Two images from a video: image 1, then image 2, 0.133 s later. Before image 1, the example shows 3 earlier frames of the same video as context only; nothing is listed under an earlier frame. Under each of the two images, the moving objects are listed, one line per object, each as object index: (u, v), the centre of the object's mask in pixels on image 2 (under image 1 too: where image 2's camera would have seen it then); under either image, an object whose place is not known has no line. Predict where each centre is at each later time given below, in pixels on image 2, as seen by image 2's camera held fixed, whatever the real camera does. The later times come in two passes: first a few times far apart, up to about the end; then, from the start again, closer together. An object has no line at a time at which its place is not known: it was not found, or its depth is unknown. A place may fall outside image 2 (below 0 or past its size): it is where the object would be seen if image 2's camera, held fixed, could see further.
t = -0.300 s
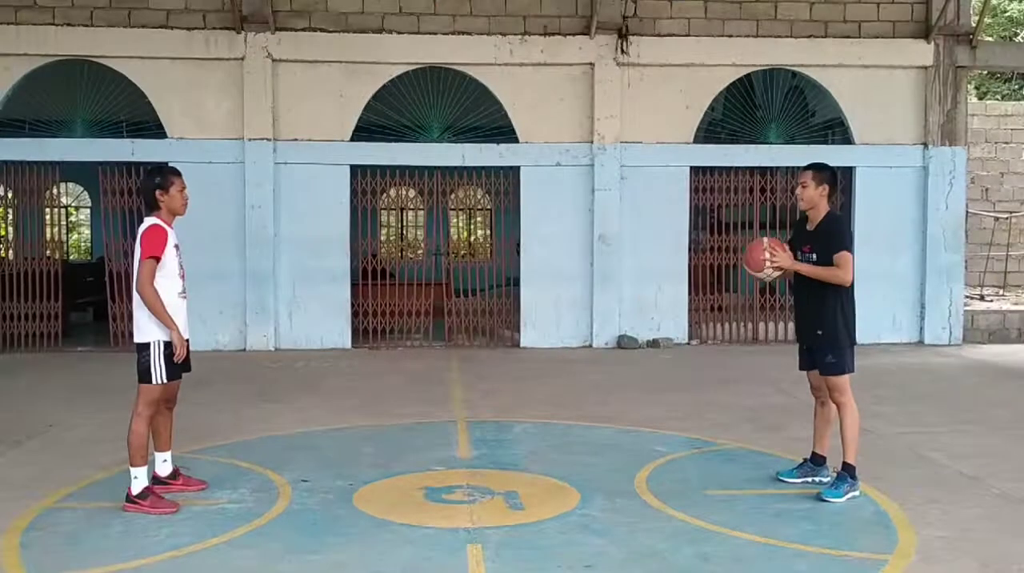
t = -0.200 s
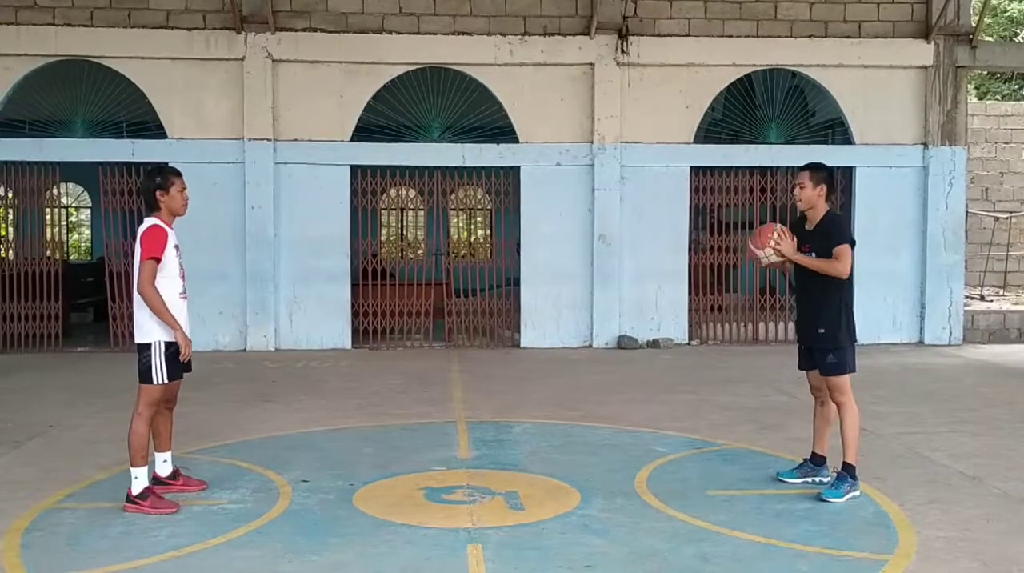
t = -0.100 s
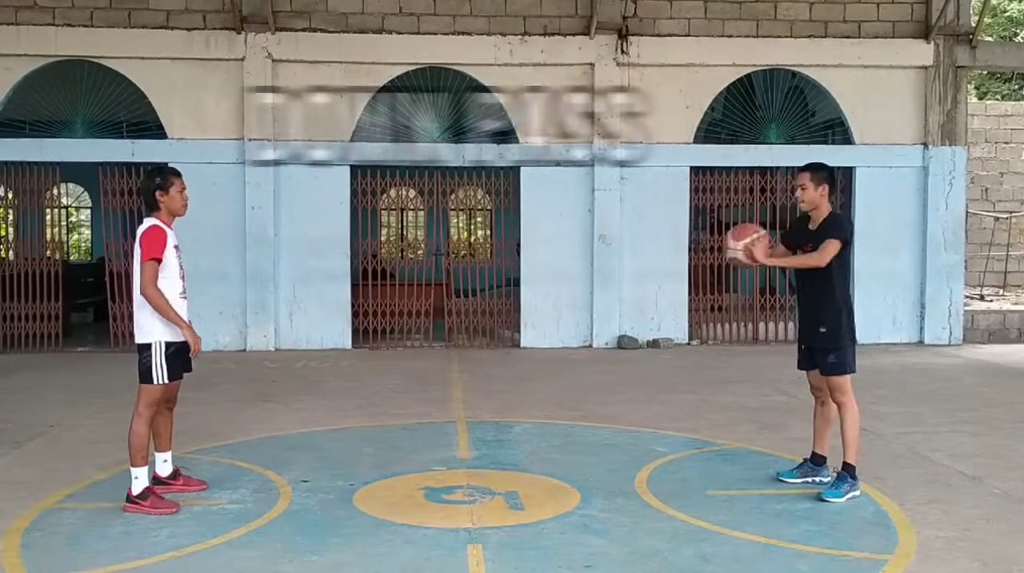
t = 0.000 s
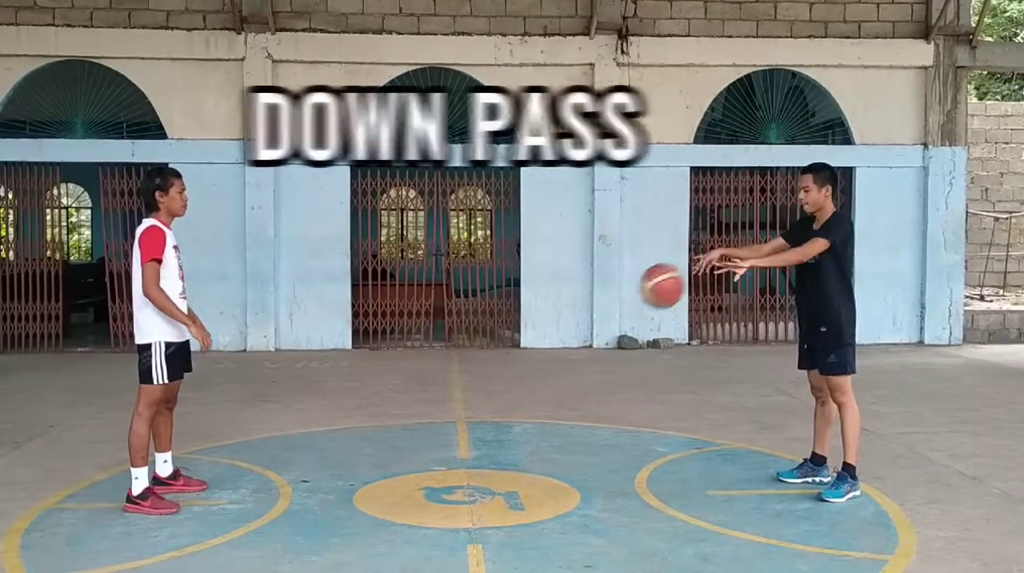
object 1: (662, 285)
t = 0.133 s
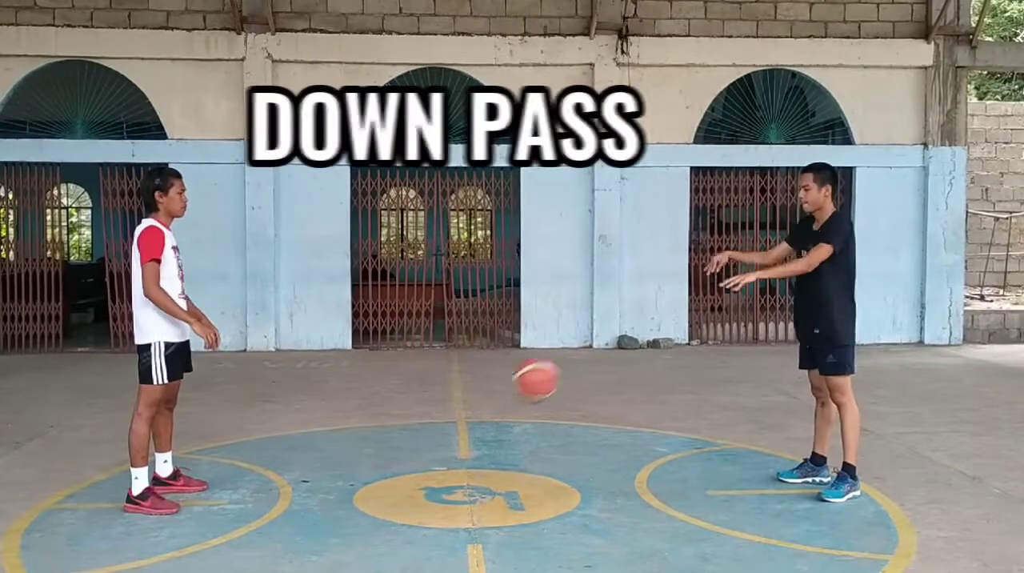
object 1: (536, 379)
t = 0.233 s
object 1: (439, 473)
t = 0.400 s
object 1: (352, 378)
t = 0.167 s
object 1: (504, 409)
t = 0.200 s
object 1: (472, 440)
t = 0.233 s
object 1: (439, 473)
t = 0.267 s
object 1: (422, 458)
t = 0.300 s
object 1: (405, 435)
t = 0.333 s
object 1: (387, 415)
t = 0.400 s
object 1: (352, 378)
